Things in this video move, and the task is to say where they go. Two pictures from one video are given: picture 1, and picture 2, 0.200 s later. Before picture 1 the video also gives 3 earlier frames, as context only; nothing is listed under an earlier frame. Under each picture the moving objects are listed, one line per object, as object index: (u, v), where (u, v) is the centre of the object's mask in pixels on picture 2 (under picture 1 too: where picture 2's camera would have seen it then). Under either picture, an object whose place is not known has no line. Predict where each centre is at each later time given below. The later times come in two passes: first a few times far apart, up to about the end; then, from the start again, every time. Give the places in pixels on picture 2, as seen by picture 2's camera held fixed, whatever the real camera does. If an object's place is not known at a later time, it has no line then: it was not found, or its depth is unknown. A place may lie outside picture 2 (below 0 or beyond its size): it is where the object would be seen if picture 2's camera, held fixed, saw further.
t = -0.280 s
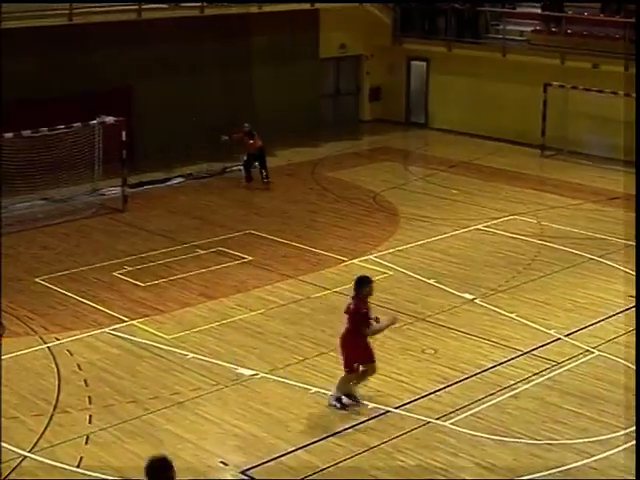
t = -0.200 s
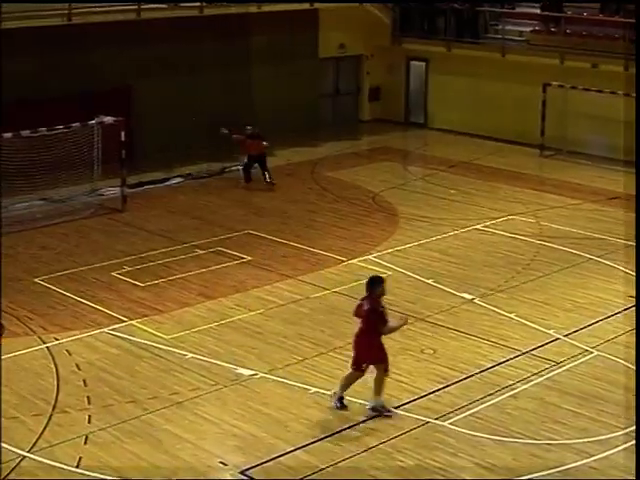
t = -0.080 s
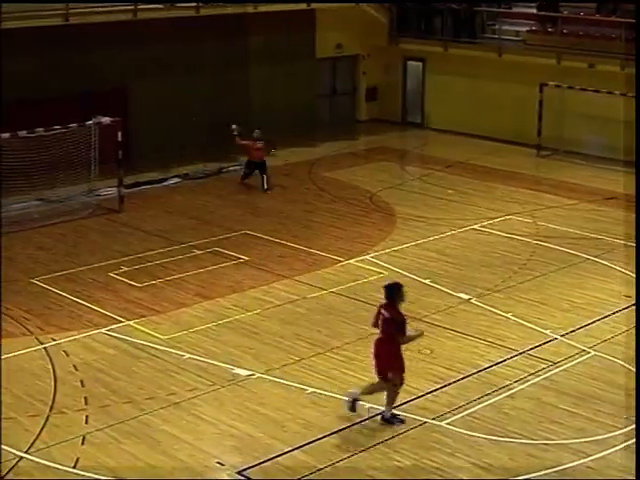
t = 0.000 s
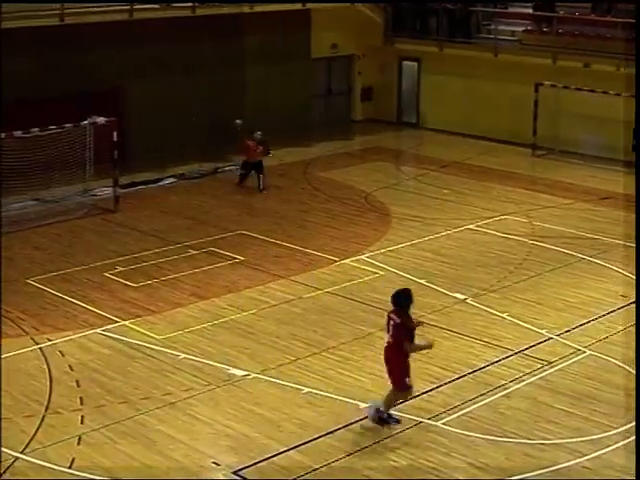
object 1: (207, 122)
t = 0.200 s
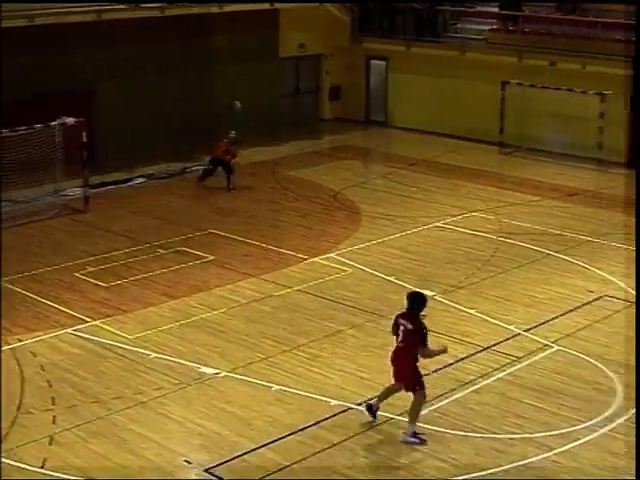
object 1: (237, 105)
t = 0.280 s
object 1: (251, 102)
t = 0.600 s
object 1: (324, 117)
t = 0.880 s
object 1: (412, 180)
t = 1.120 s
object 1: (520, 301)
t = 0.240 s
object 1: (245, 103)
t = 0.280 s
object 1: (251, 102)
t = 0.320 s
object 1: (260, 101)
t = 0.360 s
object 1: (269, 101)
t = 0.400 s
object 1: (276, 102)
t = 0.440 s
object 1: (284, 103)
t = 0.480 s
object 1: (293, 105)
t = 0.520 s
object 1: (303, 108)
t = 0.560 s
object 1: (312, 112)
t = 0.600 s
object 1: (324, 117)
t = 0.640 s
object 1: (335, 122)
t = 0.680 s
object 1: (347, 128)
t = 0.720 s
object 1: (359, 134)
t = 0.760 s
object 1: (370, 143)
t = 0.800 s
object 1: (385, 155)
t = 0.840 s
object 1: (397, 167)
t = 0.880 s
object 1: (412, 180)
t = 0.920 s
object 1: (427, 196)
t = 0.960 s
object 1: (444, 213)
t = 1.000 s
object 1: (462, 232)
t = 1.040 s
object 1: (481, 253)
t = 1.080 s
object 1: (499, 276)
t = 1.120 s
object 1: (520, 301)
